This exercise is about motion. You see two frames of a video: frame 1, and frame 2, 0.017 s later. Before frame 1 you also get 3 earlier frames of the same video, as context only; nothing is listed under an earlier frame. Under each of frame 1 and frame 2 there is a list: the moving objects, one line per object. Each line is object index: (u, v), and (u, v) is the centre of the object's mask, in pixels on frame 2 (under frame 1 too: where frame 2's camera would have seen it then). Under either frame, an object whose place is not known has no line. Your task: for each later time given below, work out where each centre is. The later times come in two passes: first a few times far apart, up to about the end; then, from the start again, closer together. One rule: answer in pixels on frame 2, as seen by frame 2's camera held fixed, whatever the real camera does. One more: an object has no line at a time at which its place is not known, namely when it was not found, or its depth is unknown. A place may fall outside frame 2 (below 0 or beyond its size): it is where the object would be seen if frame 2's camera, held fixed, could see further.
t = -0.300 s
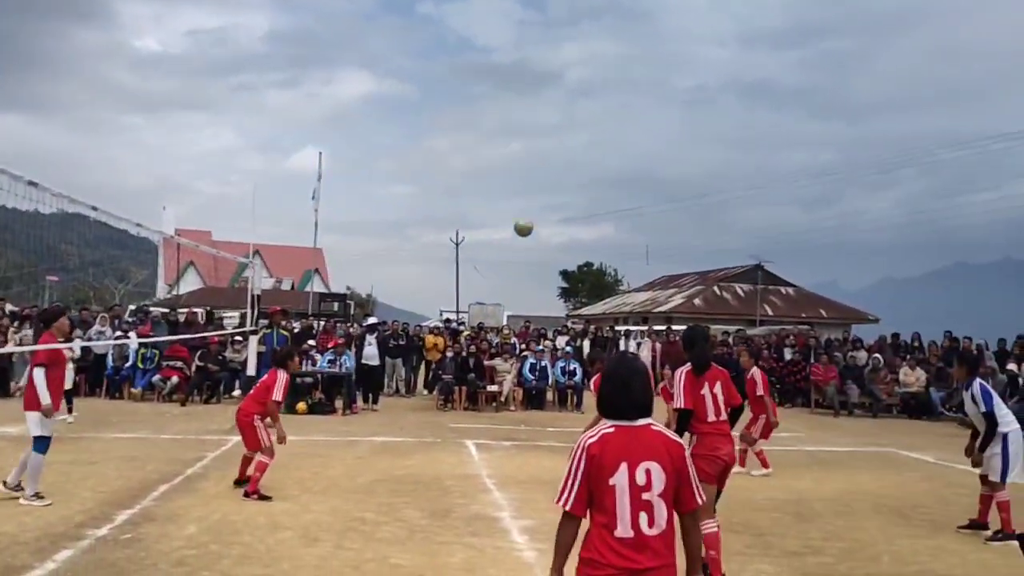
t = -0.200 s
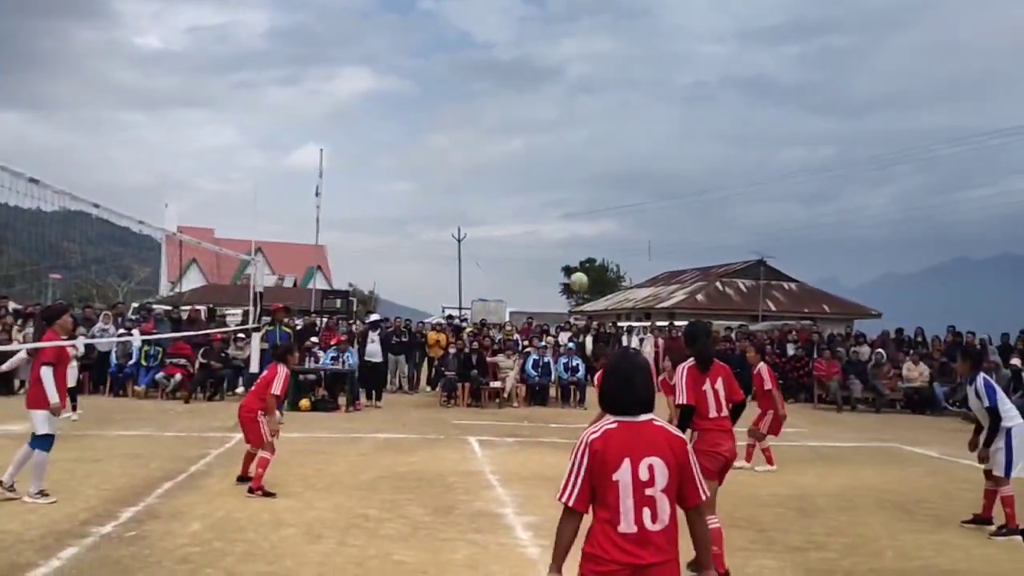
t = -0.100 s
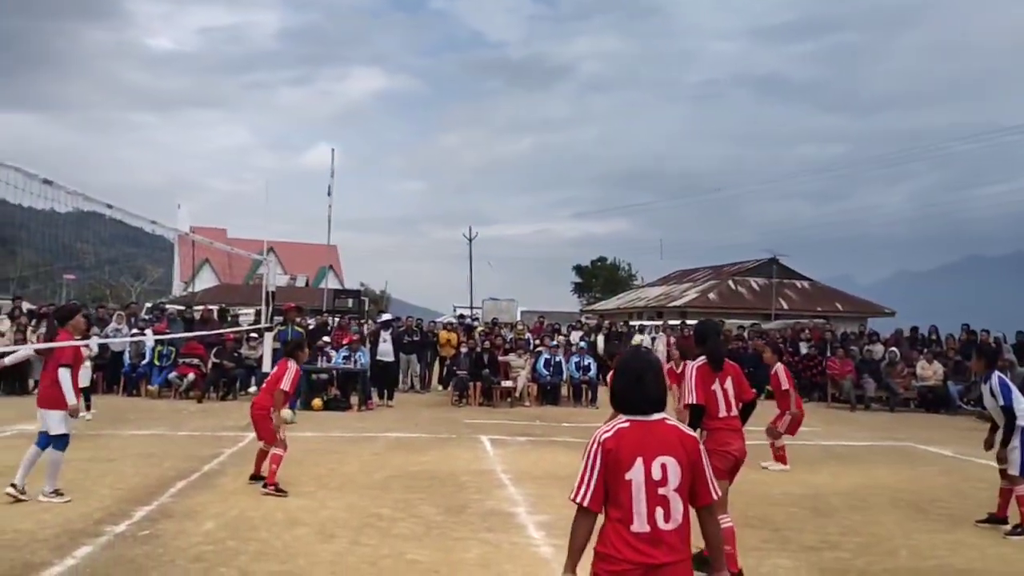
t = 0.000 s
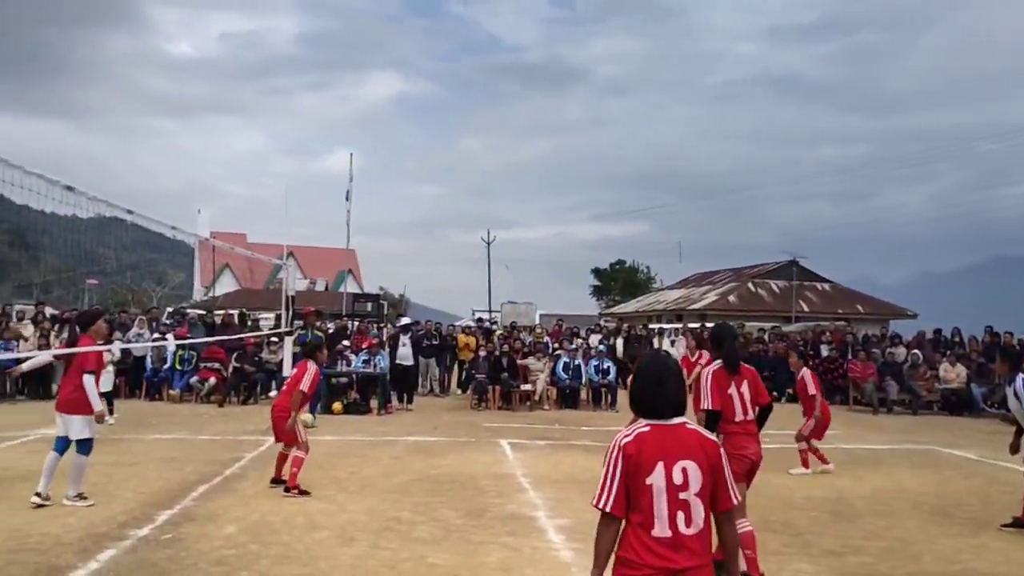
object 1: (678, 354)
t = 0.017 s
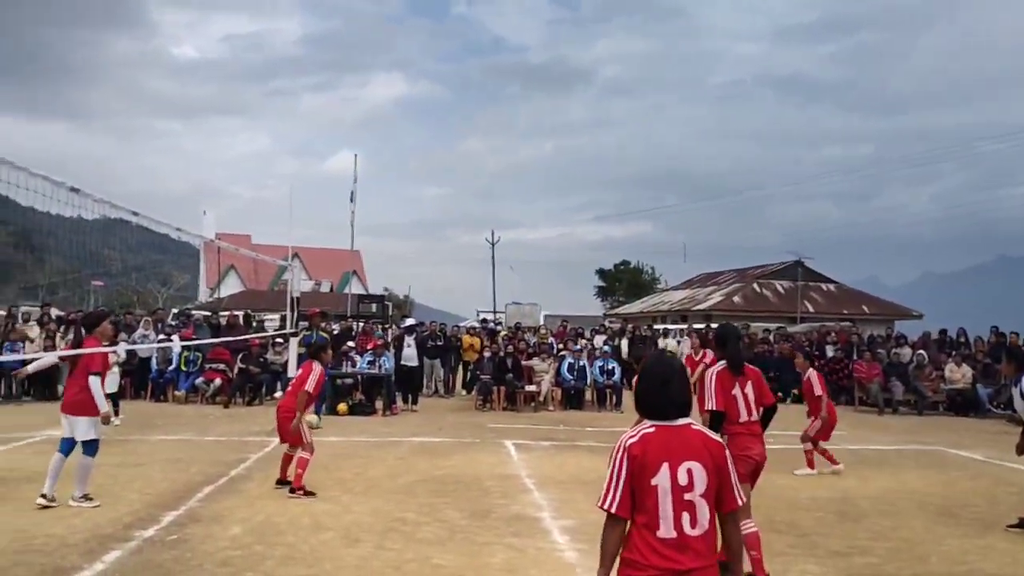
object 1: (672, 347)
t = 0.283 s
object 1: (570, 224)
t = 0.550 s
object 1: (461, 153)
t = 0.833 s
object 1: (329, 150)
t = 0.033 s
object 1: (663, 339)
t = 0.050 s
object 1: (657, 329)
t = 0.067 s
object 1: (651, 321)
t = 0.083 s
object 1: (645, 313)
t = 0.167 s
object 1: (615, 271)
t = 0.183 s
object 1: (609, 264)
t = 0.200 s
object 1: (602, 257)
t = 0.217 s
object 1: (596, 251)
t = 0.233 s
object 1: (589, 244)
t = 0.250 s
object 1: (583, 237)
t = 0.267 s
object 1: (576, 230)
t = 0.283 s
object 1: (570, 224)
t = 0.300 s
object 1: (564, 218)
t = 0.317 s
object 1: (558, 212)
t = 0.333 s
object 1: (551, 206)
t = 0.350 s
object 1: (545, 201)
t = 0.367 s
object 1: (538, 195)
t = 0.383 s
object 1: (531, 190)
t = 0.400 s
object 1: (524, 185)
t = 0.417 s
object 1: (517, 181)
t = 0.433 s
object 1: (510, 176)
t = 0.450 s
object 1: (504, 172)
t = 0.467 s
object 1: (497, 169)
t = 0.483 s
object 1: (490, 165)
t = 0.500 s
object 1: (483, 161)
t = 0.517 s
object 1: (476, 158)
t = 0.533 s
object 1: (468, 156)
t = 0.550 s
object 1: (461, 153)
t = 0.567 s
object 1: (454, 151)
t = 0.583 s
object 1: (447, 149)
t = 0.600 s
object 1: (439, 147)
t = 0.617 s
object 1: (432, 145)
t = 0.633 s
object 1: (424, 144)
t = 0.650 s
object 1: (416, 143)
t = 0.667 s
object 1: (409, 142)
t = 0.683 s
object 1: (402, 142)
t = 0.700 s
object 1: (394, 142)
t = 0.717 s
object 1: (386, 141)
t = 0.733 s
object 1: (378, 142)
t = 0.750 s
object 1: (370, 143)
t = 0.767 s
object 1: (362, 143)
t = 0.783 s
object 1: (354, 145)
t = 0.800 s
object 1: (346, 147)
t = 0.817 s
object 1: (338, 148)
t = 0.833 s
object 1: (329, 150)
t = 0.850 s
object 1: (321, 152)
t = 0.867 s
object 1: (312, 156)
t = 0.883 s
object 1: (303, 158)
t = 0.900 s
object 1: (295, 162)
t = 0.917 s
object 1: (286, 166)
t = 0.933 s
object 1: (277, 170)
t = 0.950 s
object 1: (268, 175)
